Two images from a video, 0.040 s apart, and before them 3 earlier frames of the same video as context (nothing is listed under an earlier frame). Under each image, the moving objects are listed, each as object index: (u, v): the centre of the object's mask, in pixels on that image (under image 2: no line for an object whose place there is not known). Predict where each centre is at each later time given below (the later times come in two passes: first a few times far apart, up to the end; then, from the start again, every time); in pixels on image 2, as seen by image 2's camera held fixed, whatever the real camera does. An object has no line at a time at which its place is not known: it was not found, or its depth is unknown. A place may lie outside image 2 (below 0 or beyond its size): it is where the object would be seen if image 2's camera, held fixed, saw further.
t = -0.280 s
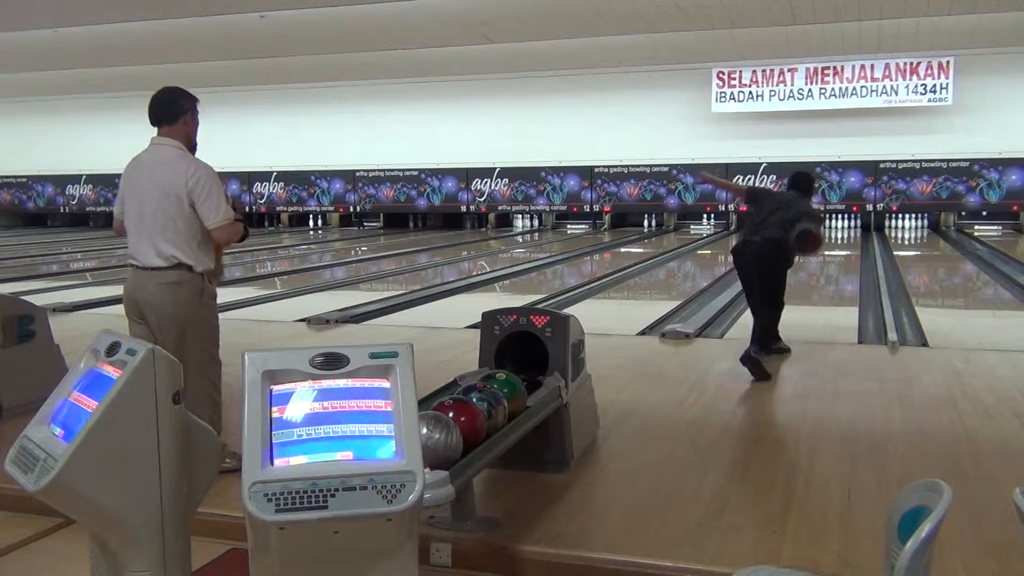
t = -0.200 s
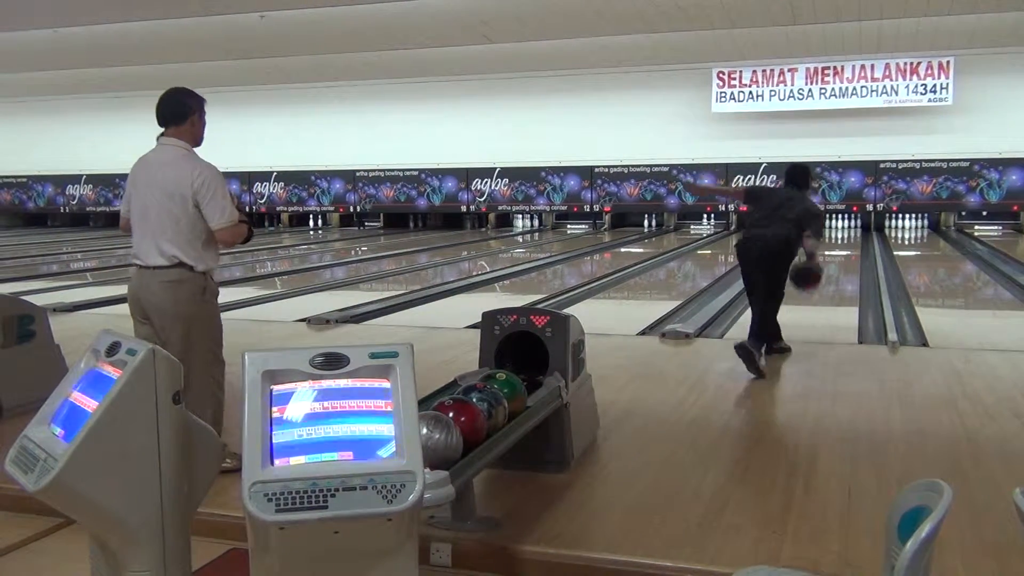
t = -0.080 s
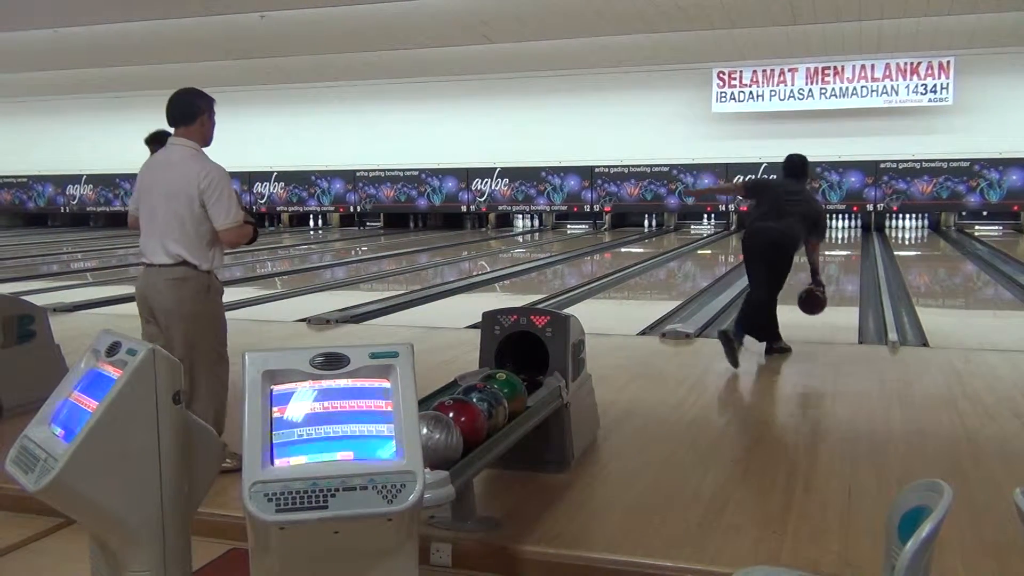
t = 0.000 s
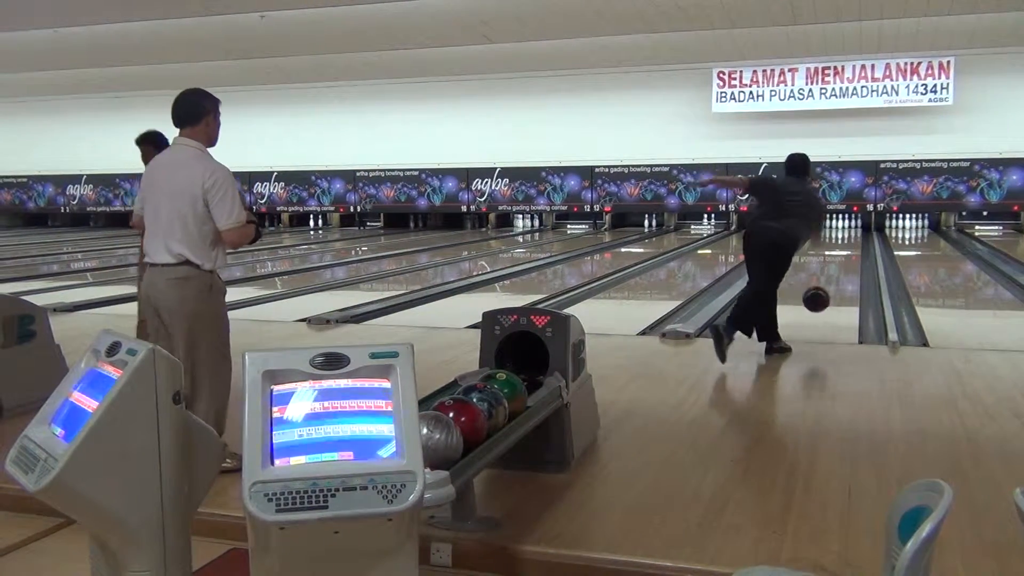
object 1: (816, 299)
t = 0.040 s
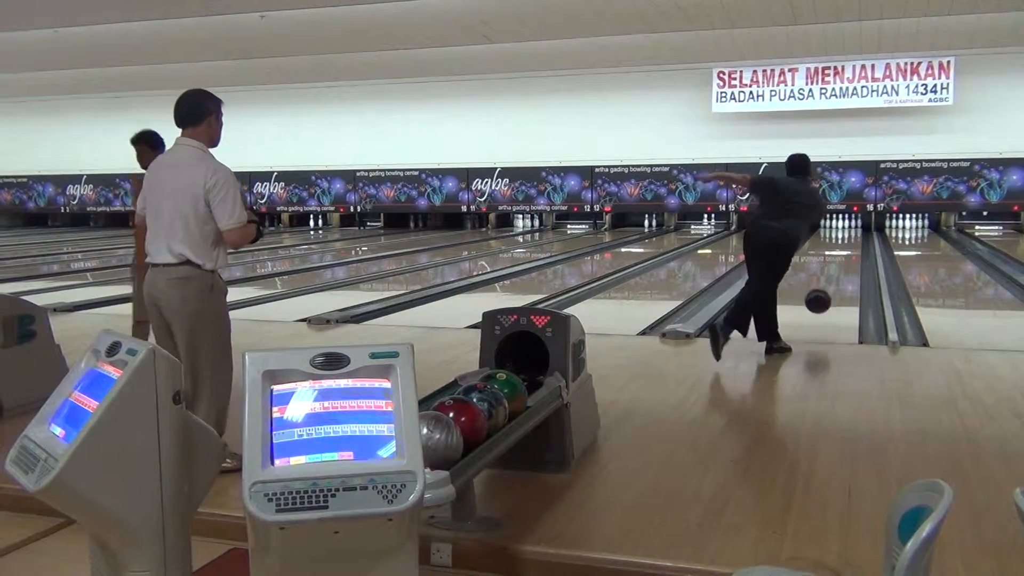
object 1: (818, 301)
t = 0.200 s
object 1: (824, 302)
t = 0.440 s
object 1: (830, 285)
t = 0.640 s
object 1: (835, 273)
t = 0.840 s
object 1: (838, 264)
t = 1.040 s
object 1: (840, 255)
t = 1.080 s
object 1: (842, 254)
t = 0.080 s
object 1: (819, 305)
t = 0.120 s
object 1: (821, 309)
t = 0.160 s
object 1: (822, 307)
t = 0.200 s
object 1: (824, 302)
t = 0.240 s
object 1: (825, 299)
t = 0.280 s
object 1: (826, 297)
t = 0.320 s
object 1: (827, 293)
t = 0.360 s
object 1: (828, 291)
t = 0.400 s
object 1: (829, 288)
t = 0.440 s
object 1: (830, 285)
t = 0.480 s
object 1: (831, 282)
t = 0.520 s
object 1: (832, 280)
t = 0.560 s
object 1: (833, 277)
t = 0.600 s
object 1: (834, 275)
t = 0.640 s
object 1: (835, 273)
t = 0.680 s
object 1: (835, 271)
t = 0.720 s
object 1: (836, 269)
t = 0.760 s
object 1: (837, 267)
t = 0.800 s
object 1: (837, 265)
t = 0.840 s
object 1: (838, 264)
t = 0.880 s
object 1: (838, 262)
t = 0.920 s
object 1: (839, 260)
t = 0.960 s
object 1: (839, 258)
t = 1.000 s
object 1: (839, 257)
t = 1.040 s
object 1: (840, 255)
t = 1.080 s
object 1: (842, 254)
